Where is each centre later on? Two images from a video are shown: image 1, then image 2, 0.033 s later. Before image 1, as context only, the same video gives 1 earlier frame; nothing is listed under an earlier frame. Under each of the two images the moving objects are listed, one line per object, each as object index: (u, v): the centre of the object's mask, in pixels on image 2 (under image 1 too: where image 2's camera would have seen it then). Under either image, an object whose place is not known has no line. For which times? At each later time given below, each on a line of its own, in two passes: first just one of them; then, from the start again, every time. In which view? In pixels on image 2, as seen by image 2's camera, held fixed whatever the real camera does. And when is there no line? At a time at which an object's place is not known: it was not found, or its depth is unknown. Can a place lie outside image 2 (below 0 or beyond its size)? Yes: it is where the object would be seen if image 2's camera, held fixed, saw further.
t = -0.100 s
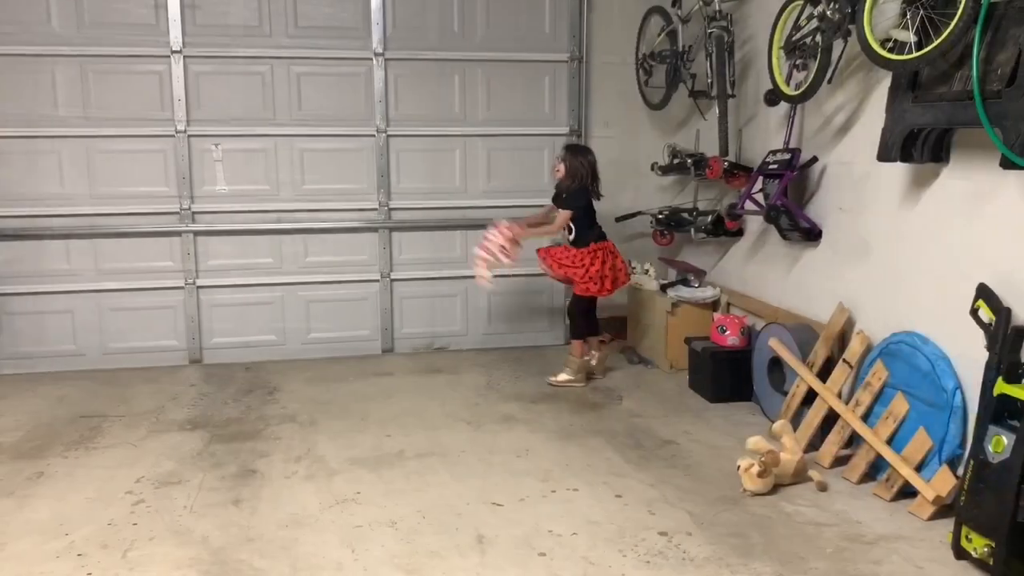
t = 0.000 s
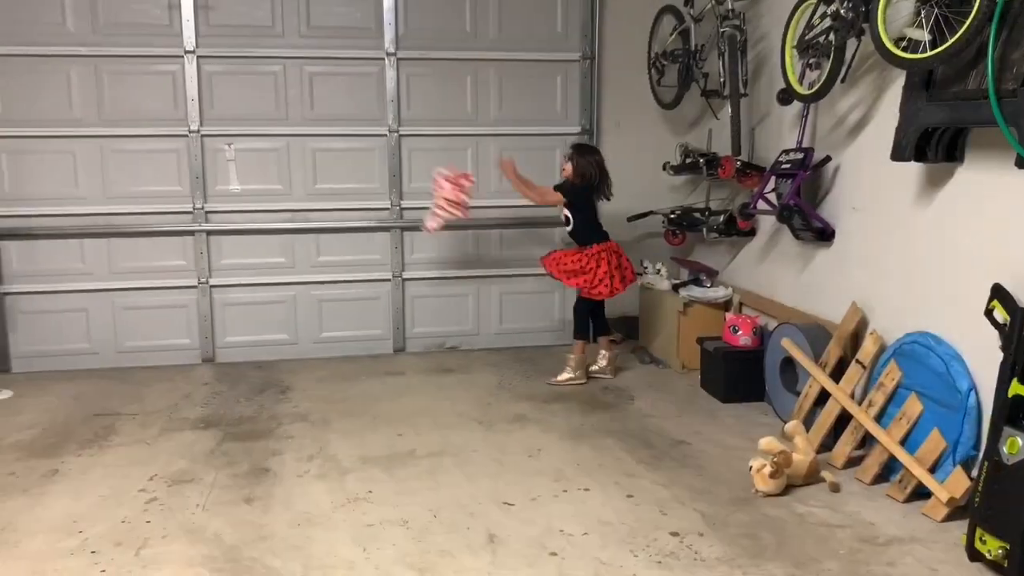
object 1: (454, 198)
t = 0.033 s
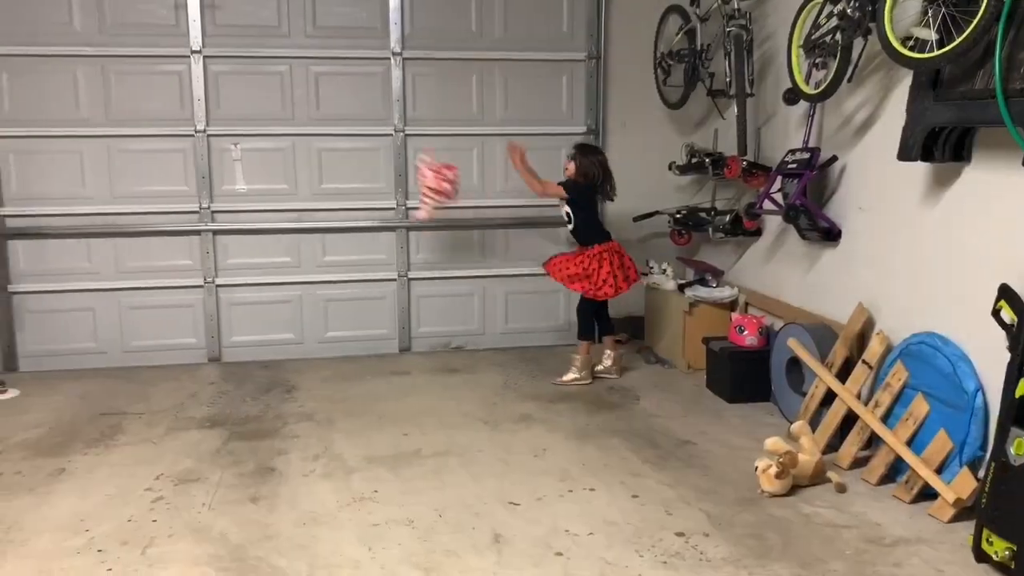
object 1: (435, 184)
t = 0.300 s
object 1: (285, 154)
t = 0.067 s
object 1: (415, 176)
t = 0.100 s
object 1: (396, 168)
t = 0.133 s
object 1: (377, 160)
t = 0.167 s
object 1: (360, 155)
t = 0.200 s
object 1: (339, 152)
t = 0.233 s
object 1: (322, 150)
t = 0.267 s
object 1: (303, 151)
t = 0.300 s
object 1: (285, 154)
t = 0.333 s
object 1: (269, 158)
